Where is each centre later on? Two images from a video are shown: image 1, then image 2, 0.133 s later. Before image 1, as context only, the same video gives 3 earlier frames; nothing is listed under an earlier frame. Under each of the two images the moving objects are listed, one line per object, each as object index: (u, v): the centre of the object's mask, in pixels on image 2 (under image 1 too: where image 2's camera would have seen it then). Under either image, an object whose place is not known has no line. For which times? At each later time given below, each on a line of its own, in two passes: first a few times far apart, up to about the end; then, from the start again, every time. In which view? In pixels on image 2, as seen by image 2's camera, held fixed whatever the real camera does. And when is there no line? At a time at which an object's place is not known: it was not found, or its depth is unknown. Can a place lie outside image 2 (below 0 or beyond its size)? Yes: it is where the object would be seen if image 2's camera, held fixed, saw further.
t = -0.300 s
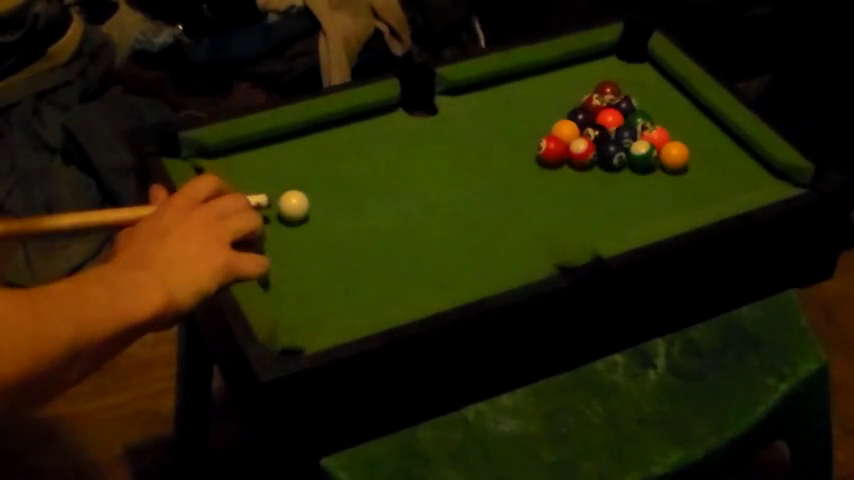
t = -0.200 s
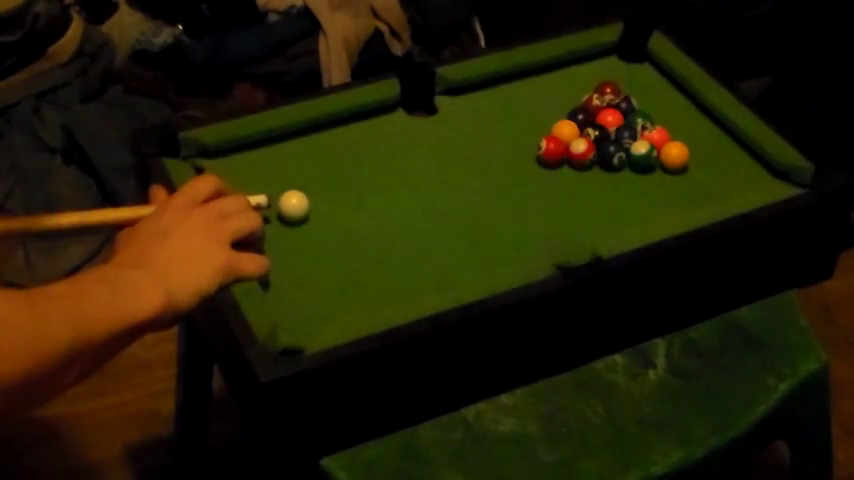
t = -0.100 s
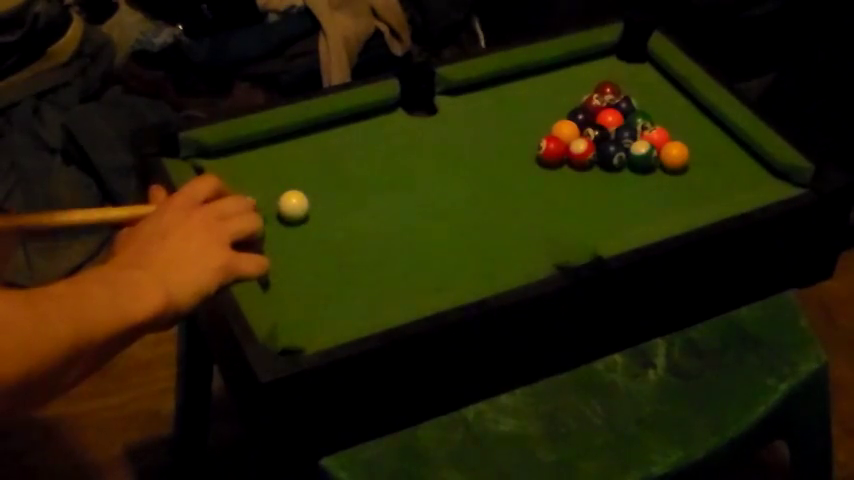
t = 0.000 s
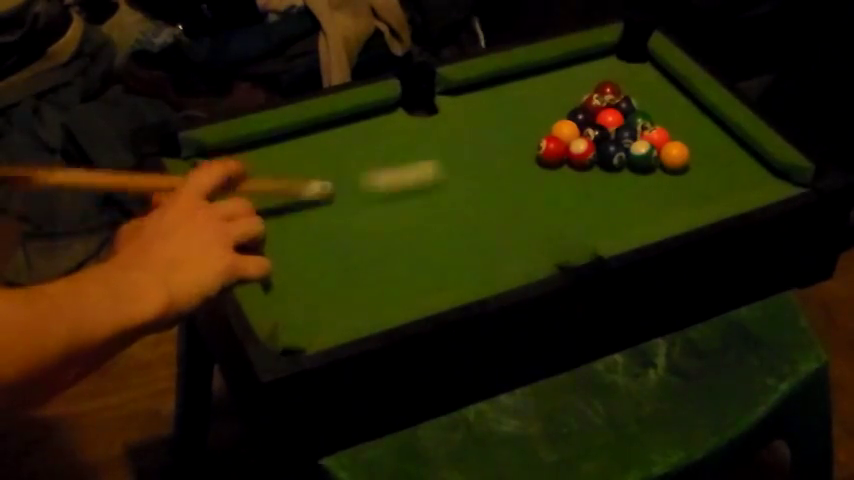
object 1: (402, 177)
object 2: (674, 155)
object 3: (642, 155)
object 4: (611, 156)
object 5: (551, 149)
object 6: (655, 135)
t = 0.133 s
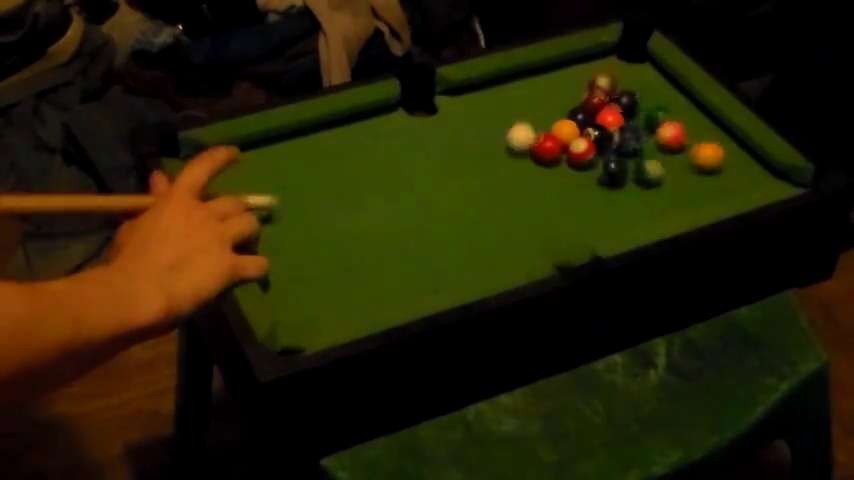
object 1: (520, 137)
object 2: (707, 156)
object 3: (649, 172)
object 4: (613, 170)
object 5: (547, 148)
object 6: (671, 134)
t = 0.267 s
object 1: (536, 111)
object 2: (744, 161)
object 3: (658, 193)
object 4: (613, 200)
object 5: (543, 146)
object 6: (696, 126)
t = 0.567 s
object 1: (570, 68)
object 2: (725, 186)
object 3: (672, 204)
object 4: (611, 224)
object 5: (543, 147)
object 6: (697, 125)
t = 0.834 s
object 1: (584, 71)
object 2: (720, 189)
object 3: (669, 202)
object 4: (606, 221)
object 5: (543, 147)
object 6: (698, 125)
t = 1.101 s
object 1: (584, 71)
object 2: (720, 189)
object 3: (669, 202)
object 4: (606, 221)
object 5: (543, 147)
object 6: (698, 125)
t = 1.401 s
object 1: (584, 71)
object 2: (720, 189)
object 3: (669, 202)
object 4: (606, 221)
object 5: (543, 147)
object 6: (698, 125)
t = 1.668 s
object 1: (584, 71)
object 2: (720, 189)
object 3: (669, 202)
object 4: (606, 221)
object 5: (543, 147)
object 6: (698, 125)
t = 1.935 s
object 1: (585, 71)
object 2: (720, 189)
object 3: (669, 202)
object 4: (606, 221)
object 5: (543, 147)
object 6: (698, 125)
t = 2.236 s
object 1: (585, 71)
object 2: (720, 189)
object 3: (668, 202)
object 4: (606, 221)
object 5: (543, 147)
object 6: (698, 125)
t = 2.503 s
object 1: (585, 71)
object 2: (720, 189)
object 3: (669, 202)
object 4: (607, 221)
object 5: (544, 147)
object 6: (698, 125)
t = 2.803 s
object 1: (585, 71)
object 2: (720, 189)
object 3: (669, 202)
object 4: (606, 221)
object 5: (543, 147)
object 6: (698, 125)
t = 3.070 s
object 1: (585, 71)
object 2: (720, 189)
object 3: (669, 202)
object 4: (607, 221)
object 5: (543, 147)
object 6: (698, 125)
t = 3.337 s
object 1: (584, 71)
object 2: (720, 189)
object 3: (669, 202)
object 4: (606, 221)
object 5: (543, 147)
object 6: (698, 125)
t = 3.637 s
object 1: (584, 71)
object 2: (720, 189)
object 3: (669, 202)
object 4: (606, 221)
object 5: (543, 147)
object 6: (698, 125)
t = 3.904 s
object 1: (585, 71)
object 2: (720, 189)
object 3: (669, 202)
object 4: (607, 221)
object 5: (544, 147)
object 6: (698, 126)
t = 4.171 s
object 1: (585, 71)
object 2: (720, 189)
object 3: (669, 202)
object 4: (607, 221)
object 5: (544, 147)
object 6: (698, 126)
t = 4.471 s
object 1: (585, 71)
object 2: (720, 189)
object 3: (669, 202)
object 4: (607, 221)
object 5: (544, 147)
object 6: (698, 126)
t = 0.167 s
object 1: (524, 129)
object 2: (723, 156)
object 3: (651, 177)
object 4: (612, 176)
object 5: (546, 147)
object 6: (678, 132)
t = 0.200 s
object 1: (528, 123)
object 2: (737, 156)
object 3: (653, 182)
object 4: (612, 186)
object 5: (545, 146)
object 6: (685, 131)
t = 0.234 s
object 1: (532, 116)
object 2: (747, 157)
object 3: (656, 189)
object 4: (613, 193)
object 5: (545, 147)
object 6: (690, 129)
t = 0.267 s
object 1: (536, 111)
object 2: (744, 161)
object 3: (658, 193)
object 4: (613, 200)
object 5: (543, 146)
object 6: (696, 126)
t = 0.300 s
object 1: (540, 105)
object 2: (741, 165)
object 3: (660, 200)
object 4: (615, 206)
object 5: (543, 147)
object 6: (702, 125)
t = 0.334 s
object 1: (543, 99)
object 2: (739, 168)
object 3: (664, 201)
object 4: (617, 213)
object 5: (543, 147)
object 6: (708, 122)
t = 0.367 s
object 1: (547, 93)
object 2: (736, 172)
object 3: (668, 202)
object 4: (618, 218)
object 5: (543, 147)
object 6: (710, 122)
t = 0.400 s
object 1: (551, 88)
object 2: (734, 175)
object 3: (671, 204)
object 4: (618, 221)
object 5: (543, 147)
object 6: (707, 123)
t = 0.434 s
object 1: (555, 82)
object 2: (732, 177)
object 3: (675, 206)
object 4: (619, 224)
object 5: (543, 147)
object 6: (704, 124)
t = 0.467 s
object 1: (558, 78)
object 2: (730, 180)
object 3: (676, 206)
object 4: (618, 225)
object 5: (543, 147)
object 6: (702, 124)
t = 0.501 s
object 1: (561, 72)
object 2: (729, 181)
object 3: (674, 206)
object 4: (615, 224)
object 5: (543, 147)
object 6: (700, 124)
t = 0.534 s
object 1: (564, 68)
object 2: (727, 183)
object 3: (673, 205)
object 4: (612, 224)
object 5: (543, 147)
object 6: (698, 125)
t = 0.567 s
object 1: (570, 68)
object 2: (725, 186)
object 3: (672, 204)
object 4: (611, 224)
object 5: (543, 147)
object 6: (697, 125)
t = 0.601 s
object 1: (575, 69)
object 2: (723, 187)
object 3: (671, 203)
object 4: (609, 223)
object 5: (543, 147)
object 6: (696, 125)
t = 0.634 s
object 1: (577, 69)
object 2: (722, 187)
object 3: (671, 203)
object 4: (607, 223)
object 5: (543, 147)
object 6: (696, 125)
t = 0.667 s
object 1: (579, 70)
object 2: (722, 188)
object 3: (670, 203)
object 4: (606, 222)
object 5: (543, 147)
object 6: (696, 126)
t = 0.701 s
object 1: (581, 70)
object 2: (721, 189)
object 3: (669, 202)
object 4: (606, 222)
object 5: (543, 147)
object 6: (696, 126)
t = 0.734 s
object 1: (582, 71)
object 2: (720, 189)
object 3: (669, 202)
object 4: (606, 222)
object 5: (543, 147)
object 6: (697, 126)
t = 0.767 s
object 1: (583, 70)
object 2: (720, 189)
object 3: (669, 201)
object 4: (606, 221)
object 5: (543, 147)
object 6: (697, 125)
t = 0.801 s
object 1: (584, 70)
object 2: (720, 189)
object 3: (669, 201)
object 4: (606, 221)
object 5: (543, 147)
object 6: (698, 125)
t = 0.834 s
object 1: (584, 71)
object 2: (720, 189)
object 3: (669, 202)
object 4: (606, 221)
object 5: (543, 147)
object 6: (698, 125)
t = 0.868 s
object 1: (585, 70)
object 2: (719, 189)
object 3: (669, 201)
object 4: (606, 221)
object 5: (543, 147)
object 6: (698, 125)
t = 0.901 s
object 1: (585, 70)
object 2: (720, 189)
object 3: (669, 202)
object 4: (606, 221)
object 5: (543, 147)
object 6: (698, 125)
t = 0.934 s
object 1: (584, 70)
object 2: (720, 189)
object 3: (669, 202)
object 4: (606, 221)
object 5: (543, 147)
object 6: (698, 125)
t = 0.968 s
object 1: (584, 70)
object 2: (720, 189)
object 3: (669, 202)
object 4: (606, 221)
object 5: (543, 147)
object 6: (698, 125)
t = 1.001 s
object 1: (584, 70)
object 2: (720, 189)
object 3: (669, 202)
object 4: (606, 221)
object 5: (543, 147)
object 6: (698, 125)
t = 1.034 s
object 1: (584, 71)
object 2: (720, 189)
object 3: (669, 202)
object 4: (606, 221)
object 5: (543, 147)
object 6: (698, 125)
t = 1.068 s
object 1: (584, 71)
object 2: (720, 189)
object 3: (669, 202)
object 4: (606, 221)
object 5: (543, 147)
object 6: (698, 125)
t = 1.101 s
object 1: (584, 71)
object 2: (720, 189)
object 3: (669, 202)
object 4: (606, 221)
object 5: (543, 147)
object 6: (698, 125)
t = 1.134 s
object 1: (584, 71)
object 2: (720, 189)
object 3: (669, 202)
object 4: (606, 221)
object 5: (543, 147)
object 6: (698, 125)
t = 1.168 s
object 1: (584, 71)
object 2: (720, 189)
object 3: (668, 202)
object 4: (606, 221)
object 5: (543, 147)
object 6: (698, 125)
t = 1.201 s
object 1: (584, 71)
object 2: (720, 189)
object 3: (669, 202)
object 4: (606, 221)
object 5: (543, 147)
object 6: (698, 125)
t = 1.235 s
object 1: (584, 71)
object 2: (720, 189)
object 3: (669, 202)
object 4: (606, 221)
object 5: (543, 147)
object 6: (698, 125)
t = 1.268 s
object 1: (584, 71)
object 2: (720, 189)
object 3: (669, 202)
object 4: (606, 221)
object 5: (543, 147)
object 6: (698, 125)
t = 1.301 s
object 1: (584, 71)
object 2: (720, 189)
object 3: (669, 202)
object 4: (606, 221)
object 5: (543, 147)
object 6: (698, 125)
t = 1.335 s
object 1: (584, 71)
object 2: (720, 189)
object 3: (669, 202)
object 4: (606, 221)
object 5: (543, 147)
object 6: (698, 125)
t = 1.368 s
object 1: (584, 71)
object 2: (720, 189)
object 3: (669, 202)
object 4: (606, 221)
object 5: (543, 147)
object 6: (698, 125)
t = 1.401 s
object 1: (584, 71)
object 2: (720, 189)
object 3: (669, 202)
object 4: (606, 221)
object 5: (543, 147)
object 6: (698, 125)
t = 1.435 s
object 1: (585, 71)
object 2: (720, 189)
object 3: (669, 202)
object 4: (606, 221)
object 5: (543, 147)
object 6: (698, 125)
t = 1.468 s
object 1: (585, 71)
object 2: (720, 189)
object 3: (669, 202)
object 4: (606, 221)
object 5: (543, 147)
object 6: (698, 125)
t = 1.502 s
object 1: (585, 71)
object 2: (720, 189)
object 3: (669, 202)
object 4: (606, 221)
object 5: (543, 147)
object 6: (698, 125)
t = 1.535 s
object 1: (584, 71)
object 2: (720, 189)
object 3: (669, 202)
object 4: (606, 221)
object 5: (543, 147)
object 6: (698, 125)
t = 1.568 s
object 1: (585, 71)
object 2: (720, 189)
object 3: (669, 202)
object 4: (606, 221)
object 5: (543, 147)
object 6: (698, 125)
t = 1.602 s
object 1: (585, 71)
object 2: (720, 189)
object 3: (669, 202)
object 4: (606, 221)
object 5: (543, 147)
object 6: (698, 125)
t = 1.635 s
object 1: (585, 71)
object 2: (720, 189)
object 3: (669, 202)
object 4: (606, 221)
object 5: (543, 147)
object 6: (698, 125)
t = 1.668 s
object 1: (584, 71)
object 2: (720, 189)
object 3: (669, 202)
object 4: (606, 221)
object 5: (543, 147)
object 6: (698, 125)
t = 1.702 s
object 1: (585, 71)
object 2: (720, 189)
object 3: (669, 202)
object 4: (606, 221)
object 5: (543, 147)
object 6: (698, 125)
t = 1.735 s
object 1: (585, 71)
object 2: (720, 189)
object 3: (669, 202)
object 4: (606, 221)
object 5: (543, 147)
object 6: (698, 125)
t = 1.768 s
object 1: (585, 71)
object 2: (720, 189)
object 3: (669, 202)
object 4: (606, 221)
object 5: (543, 147)
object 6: (698, 125)
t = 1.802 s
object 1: (585, 71)
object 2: (720, 189)
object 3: (669, 202)
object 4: (606, 221)
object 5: (543, 147)
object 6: (698, 125)
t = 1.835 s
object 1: (585, 71)
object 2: (720, 189)
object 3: (669, 202)
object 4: (606, 221)
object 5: (543, 147)
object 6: (698, 125)
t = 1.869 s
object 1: (585, 71)
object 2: (720, 189)
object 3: (669, 202)
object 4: (606, 221)
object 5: (543, 147)
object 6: (698, 125)
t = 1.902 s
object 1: (585, 71)
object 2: (720, 189)
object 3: (669, 202)
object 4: (606, 221)
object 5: (544, 147)
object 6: (698, 125)
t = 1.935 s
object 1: (585, 71)
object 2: (720, 189)
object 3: (669, 202)
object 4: (606, 221)
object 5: (543, 147)
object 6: (698, 125)
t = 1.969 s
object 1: (585, 71)
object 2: (720, 189)
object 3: (669, 202)
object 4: (606, 221)
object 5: (543, 147)
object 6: (698, 125)
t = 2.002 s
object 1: (585, 71)
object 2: (720, 189)
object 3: (669, 202)
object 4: (606, 221)
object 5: (543, 147)
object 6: (698, 125)
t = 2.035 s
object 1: (585, 71)
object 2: (720, 189)
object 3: (669, 202)
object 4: (606, 221)
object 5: (543, 147)
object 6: (698, 125)
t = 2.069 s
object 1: (585, 71)
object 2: (720, 189)
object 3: (669, 202)
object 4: (606, 221)
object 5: (543, 147)
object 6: (698, 125)
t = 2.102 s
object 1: (585, 71)
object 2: (720, 189)
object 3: (669, 202)
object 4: (606, 221)
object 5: (543, 147)
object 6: (698, 125)
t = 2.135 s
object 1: (585, 71)
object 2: (720, 189)
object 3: (669, 202)
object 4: (606, 221)
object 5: (543, 147)
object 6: (698, 125)
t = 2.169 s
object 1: (585, 71)
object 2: (720, 189)
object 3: (669, 202)
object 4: (606, 221)
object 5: (543, 147)
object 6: (698, 125)
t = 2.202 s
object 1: (585, 71)
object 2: (720, 189)
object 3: (669, 202)
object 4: (606, 221)
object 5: (543, 147)
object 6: (698, 125)
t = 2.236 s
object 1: (585, 71)
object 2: (720, 189)
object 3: (668, 202)
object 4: (606, 221)
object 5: (543, 147)
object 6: (698, 125)
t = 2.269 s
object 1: (585, 71)
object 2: (720, 189)
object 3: (668, 202)
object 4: (606, 221)
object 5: (543, 147)
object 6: (698, 125)
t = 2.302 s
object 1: (585, 71)
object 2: (720, 189)
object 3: (669, 202)
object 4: (606, 221)
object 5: (544, 147)
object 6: (698, 125)
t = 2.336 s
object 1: (585, 71)
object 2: (720, 189)
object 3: (669, 202)
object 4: (606, 221)
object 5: (543, 147)
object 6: (698, 125)
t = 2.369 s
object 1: (585, 71)
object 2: (720, 189)
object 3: (669, 202)
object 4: (606, 221)
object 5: (543, 147)
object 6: (698, 125)
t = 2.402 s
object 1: (585, 71)
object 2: (720, 189)
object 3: (669, 202)
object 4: (606, 221)
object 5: (543, 147)
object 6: (698, 125)
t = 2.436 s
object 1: (585, 71)
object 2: (720, 189)
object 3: (669, 202)
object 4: (606, 221)
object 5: (543, 147)
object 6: (698, 125)
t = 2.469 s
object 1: (585, 71)
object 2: (720, 189)
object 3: (669, 202)
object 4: (607, 221)
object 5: (543, 147)
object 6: (698, 125)
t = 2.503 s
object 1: (585, 71)
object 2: (720, 189)
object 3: (669, 202)
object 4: (607, 221)
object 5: (544, 147)
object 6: (698, 125)
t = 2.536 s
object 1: (584, 71)
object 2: (720, 189)
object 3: (669, 202)
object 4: (607, 221)
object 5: (543, 147)
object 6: (698, 125)
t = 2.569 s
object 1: (585, 71)
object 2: (720, 189)
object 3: (669, 202)
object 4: (607, 221)
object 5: (543, 147)
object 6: (698, 125)
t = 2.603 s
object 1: (585, 71)
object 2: (720, 189)
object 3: (669, 202)
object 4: (606, 221)
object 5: (543, 147)
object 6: (698, 125)
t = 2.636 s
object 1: (585, 71)
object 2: (720, 189)
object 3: (669, 202)
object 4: (606, 221)
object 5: (543, 147)
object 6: (698, 125)
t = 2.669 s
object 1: (585, 71)
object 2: (720, 189)
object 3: (669, 202)
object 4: (606, 221)
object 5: (543, 147)
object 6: (698, 125)
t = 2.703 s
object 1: (585, 71)
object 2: (720, 189)
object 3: (669, 202)
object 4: (606, 221)
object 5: (543, 147)
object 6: (698, 125)
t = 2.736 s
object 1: (585, 71)
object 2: (720, 189)
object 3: (669, 202)
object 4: (606, 221)
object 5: (543, 147)
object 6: (698, 125)
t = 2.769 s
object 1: (585, 71)
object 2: (720, 189)
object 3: (669, 202)
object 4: (606, 221)
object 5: (543, 147)
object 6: (698, 125)
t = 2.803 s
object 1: (585, 71)
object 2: (720, 189)
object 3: (669, 202)
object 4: (606, 221)
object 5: (543, 147)
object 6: (698, 125)
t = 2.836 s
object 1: (585, 71)
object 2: (720, 189)
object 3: (669, 202)
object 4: (606, 221)
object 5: (543, 147)
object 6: (698, 125)
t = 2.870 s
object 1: (585, 71)
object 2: (720, 189)
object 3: (669, 202)
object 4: (606, 221)
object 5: (543, 147)
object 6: (698, 125)
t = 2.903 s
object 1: (584, 71)
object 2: (720, 189)
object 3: (669, 202)
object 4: (607, 221)
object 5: (543, 147)
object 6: (698, 125)
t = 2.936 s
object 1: (585, 71)
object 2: (720, 189)
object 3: (669, 202)
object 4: (606, 221)
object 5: (543, 147)
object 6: (698, 125)
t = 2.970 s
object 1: (585, 71)
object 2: (720, 189)
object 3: (669, 202)
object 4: (606, 221)
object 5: (543, 147)
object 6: (698, 125)
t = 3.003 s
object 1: (584, 71)
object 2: (720, 189)
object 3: (669, 202)
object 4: (606, 221)
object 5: (543, 147)
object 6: (698, 125)
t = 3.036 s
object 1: (585, 71)
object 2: (720, 189)
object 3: (669, 202)
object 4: (606, 221)
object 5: (543, 147)
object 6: (698, 125)
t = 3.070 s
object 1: (585, 71)
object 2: (720, 189)
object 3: (669, 202)
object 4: (607, 221)
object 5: (543, 147)
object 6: (698, 125)
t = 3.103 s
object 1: (584, 71)
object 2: (720, 189)
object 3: (669, 202)
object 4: (606, 221)
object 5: (543, 147)
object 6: (698, 125)
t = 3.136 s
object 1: (585, 71)
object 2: (720, 189)
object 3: (669, 202)
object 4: (606, 221)
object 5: (543, 147)
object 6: (698, 125)
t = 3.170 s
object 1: (585, 71)
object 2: (720, 189)
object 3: (669, 202)
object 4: (606, 221)
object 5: (543, 147)
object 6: (698, 125)
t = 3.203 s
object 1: (584, 71)
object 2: (720, 189)
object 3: (669, 202)
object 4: (606, 221)
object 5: (543, 147)
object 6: (698, 125)
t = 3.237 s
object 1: (585, 71)
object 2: (720, 189)
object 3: (669, 202)
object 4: (606, 221)
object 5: (543, 147)
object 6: (698, 125)
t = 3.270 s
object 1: (584, 71)
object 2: (720, 189)
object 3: (669, 202)
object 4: (607, 221)
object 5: (543, 147)
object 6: (698, 125)
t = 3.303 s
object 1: (584, 71)
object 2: (720, 189)
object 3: (669, 202)
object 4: (606, 221)
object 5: (543, 147)
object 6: (698, 125)
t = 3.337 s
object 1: (584, 71)
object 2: (720, 189)
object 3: (669, 202)
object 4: (606, 221)
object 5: (543, 147)
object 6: (698, 125)
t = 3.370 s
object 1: (585, 71)
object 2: (720, 189)
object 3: (669, 202)
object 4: (606, 221)
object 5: (543, 147)
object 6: (698, 125)
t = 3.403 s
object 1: (584, 71)
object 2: (720, 189)
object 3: (669, 202)
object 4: (606, 221)
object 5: (543, 147)
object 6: (698, 125)
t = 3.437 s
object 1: (584, 71)
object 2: (720, 189)
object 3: (669, 202)
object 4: (606, 221)
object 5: (543, 147)
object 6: (698, 125)
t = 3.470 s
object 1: (584, 71)
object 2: (720, 189)
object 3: (669, 202)
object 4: (607, 221)
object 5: (543, 147)
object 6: (698, 125)
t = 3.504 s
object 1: (585, 71)
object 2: (720, 189)
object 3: (669, 202)
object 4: (606, 221)
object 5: (543, 147)
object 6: (698, 125)
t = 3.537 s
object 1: (584, 71)
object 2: (720, 189)
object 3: (669, 202)
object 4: (606, 221)
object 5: (543, 147)
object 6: (698, 125)
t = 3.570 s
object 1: (585, 71)
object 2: (720, 189)
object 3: (669, 202)
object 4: (606, 221)
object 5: (543, 147)
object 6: (698, 125)
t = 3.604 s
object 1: (584, 71)
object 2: (720, 189)
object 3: (669, 202)
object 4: (606, 221)
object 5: (543, 147)
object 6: (698, 125)
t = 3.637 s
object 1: (584, 71)
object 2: (720, 189)
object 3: (669, 202)
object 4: (606, 221)
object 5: (543, 147)
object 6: (698, 125)
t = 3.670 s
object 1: (585, 71)
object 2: (720, 189)
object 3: (669, 202)
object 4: (606, 221)
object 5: (543, 147)
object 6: (698, 125)
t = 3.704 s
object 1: (584, 71)
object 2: (720, 189)
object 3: (669, 202)
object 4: (606, 221)
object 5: (544, 147)
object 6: (698, 125)
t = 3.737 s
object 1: (584, 71)
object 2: (720, 189)
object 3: (669, 202)
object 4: (606, 221)
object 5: (544, 147)
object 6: (698, 125)
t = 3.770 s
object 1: (585, 71)
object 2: (720, 189)
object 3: (669, 202)
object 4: (607, 221)
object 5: (543, 147)
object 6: (698, 125)
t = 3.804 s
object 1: (585, 71)
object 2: (720, 189)
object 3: (669, 202)
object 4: (607, 221)
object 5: (543, 147)
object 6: (698, 125)
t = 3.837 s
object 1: (585, 71)
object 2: (720, 189)
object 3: (669, 202)
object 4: (607, 221)
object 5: (543, 147)
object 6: (698, 125)
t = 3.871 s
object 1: (585, 71)
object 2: (720, 189)
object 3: (669, 202)
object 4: (607, 221)
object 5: (543, 147)
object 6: (698, 126)
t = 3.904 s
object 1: (585, 71)
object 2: (720, 189)
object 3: (669, 202)
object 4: (607, 221)
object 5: (544, 147)
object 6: (698, 126)
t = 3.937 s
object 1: (585, 71)
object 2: (720, 189)
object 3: (669, 202)
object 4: (607, 221)
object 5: (544, 147)
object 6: (698, 126)
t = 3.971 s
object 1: (584, 71)
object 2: (720, 189)
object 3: (669, 202)
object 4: (607, 221)
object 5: (543, 147)
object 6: (698, 126)
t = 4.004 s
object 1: (585, 71)
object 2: (720, 189)
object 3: (669, 202)
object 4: (607, 221)
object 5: (543, 147)
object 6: (698, 126)
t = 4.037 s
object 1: (584, 71)
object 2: (720, 189)
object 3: (669, 202)
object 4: (607, 221)
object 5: (543, 147)
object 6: (698, 126)
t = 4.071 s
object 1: (585, 71)
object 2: (720, 189)
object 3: (669, 202)
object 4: (607, 221)
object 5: (544, 147)
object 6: (698, 126)
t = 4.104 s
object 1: (584, 71)
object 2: (720, 189)
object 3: (668, 202)
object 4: (607, 221)
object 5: (544, 147)
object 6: (698, 126)
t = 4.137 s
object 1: (585, 71)
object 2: (720, 189)
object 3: (668, 202)
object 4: (607, 221)
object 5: (544, 147)
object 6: (698, 126)
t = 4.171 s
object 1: (585, 71)
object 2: (720, 189)
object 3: (669, 202)
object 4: (607, 221)
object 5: (544, 147)
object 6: (698, 126)
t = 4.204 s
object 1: (585, 71)
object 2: (720, 189)
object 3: (669, 202)
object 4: (607, 221)
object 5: (544, 147)
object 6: (698, 126)
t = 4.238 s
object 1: (584, 71)
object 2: (720, 189)
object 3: (669, 202)
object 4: (607, 221)
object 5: (544, 147)
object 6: (698, 126)
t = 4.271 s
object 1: (584, 71)
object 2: (720, 189)
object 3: (669, 202)
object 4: (607, 221)
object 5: (544, 147)
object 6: (698, 126)
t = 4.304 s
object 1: (585, 71)
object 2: (720, 189)
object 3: (669, 202)
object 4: (607, 221)
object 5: (544, 147)
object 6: (698, 126)
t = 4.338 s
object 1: (585, 71)
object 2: (720, 189)
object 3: (669, 202)
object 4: (607, 221)
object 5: (544, 147)
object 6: (698, 126)
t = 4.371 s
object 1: (585, 71)
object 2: (720, 189)
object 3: (669, 202)
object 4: (607, 221)
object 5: (544, 147)
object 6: (698, 126)
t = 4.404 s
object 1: (585, 71)
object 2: (720, 189)
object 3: (669, 202)
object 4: (607, 221)
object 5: (544, 147)
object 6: (698, 126)
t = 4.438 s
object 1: (585, 71)
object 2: (720, 189)
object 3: (669, 201)
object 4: (607, 221)
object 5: (544, 147)
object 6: (698, 126)
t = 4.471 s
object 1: (585, 71)
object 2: (720, 189)
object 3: (669, 202)
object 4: (607, 221)
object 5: (544, 147)
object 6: (698, 126)
